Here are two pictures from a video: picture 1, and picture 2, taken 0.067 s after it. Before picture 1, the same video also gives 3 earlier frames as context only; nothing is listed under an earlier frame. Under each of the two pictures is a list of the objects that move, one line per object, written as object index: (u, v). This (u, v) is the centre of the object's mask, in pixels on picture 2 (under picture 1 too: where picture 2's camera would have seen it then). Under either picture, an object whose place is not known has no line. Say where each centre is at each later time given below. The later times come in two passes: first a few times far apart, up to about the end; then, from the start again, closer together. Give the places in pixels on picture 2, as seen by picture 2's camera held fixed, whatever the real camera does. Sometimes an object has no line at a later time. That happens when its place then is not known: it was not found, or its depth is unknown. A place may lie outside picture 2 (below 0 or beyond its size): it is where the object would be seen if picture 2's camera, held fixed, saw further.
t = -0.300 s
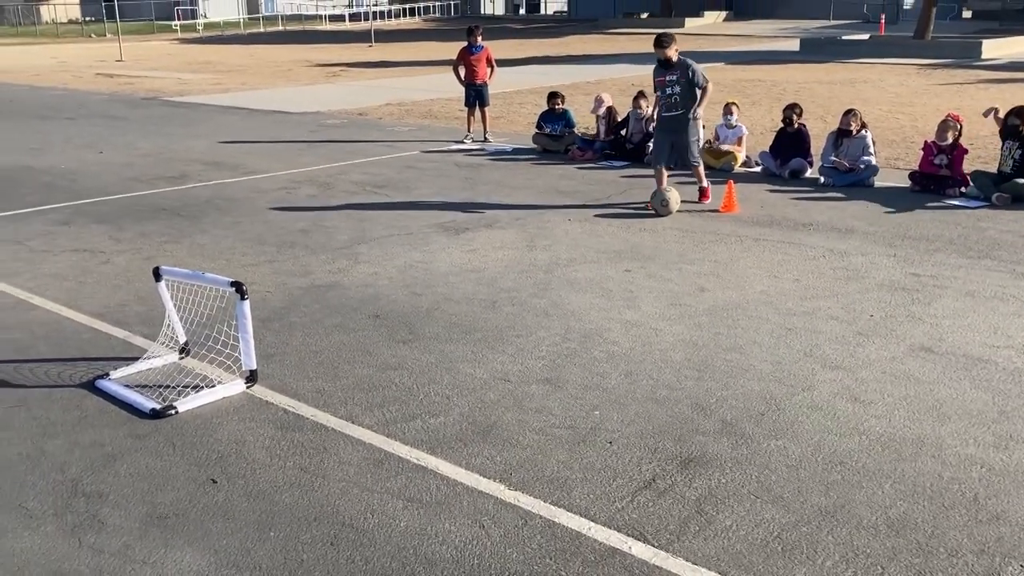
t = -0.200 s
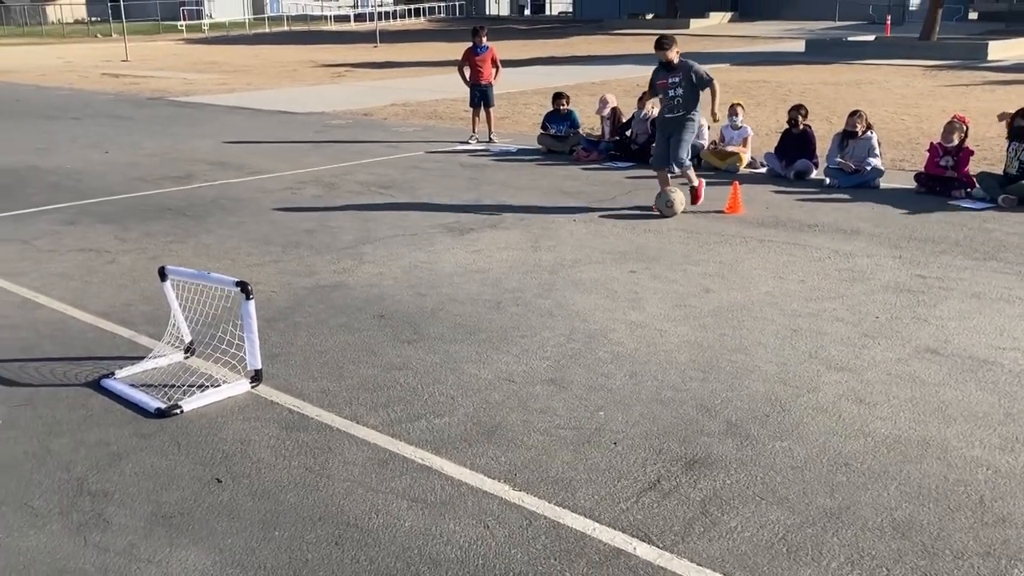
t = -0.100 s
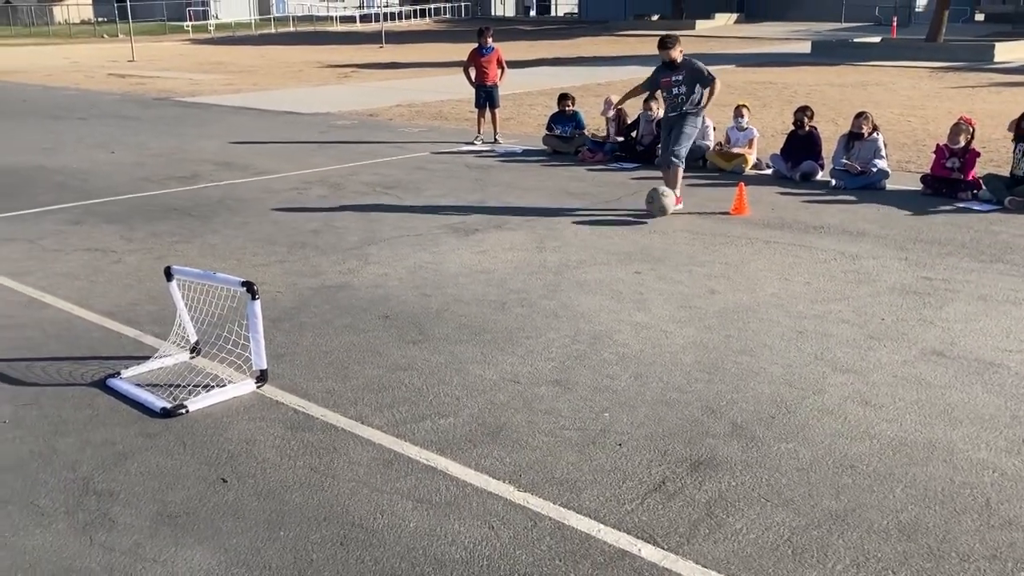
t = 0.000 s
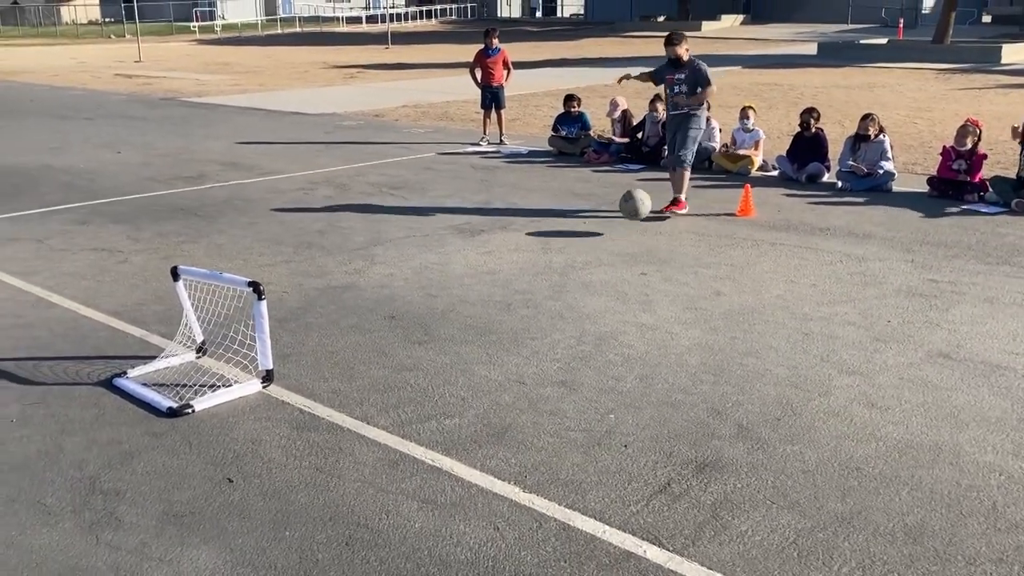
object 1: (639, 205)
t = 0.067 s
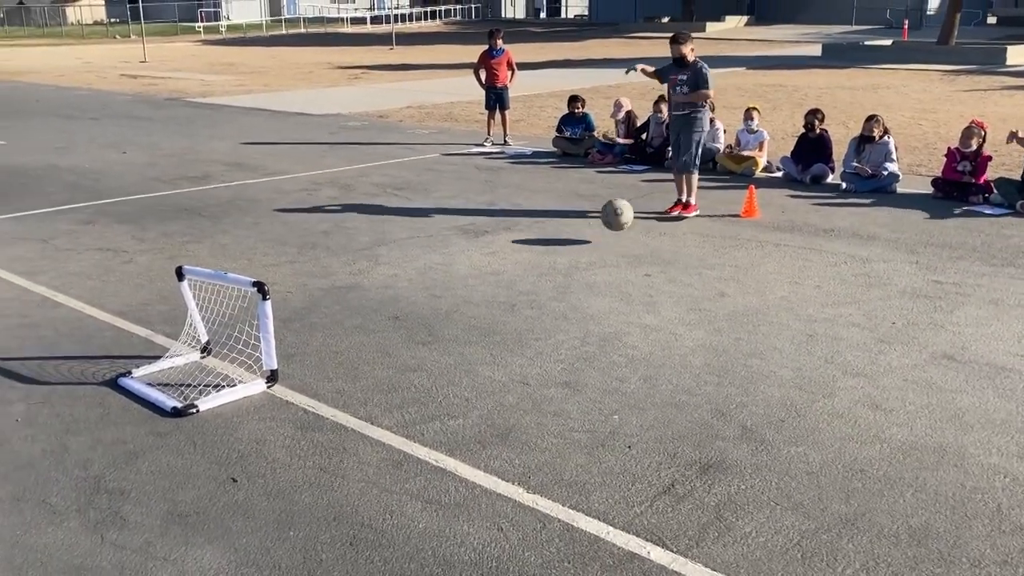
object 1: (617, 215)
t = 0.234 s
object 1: (572, 230)
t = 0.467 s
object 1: (528, 247)
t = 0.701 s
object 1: (483, 261)
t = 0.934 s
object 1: (433, 275)
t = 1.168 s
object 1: (379, 296)
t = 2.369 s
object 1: (167, 366)
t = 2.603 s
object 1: (176, 366)
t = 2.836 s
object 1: (187, 368)
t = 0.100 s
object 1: (605, 222)
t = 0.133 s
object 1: (593, 231)
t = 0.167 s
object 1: (584, 235)
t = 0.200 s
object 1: (578, 231)
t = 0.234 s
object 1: (572, 230)
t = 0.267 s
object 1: (566, 230)
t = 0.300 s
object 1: (559, 232)
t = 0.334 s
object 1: (553, 235)
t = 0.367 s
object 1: (547, 241)
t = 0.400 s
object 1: (540, 248)
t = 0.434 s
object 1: (534, 250)
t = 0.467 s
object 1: (528, 247)
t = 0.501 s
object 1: (522, 246)
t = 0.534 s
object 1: (516, 247)
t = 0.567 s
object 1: (509, 250)
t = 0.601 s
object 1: (503, 255)
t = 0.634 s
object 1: (496, 262)
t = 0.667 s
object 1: (489, 262)
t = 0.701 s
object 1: (483, 261)
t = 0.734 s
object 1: (476, 261)
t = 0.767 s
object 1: (469, 264)
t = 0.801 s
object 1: (462, 268)
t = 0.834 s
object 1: (455, 274)
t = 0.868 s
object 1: (448, 275)
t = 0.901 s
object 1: (441, 274)
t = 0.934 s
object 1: (433, 275)
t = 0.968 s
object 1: (426, 278)
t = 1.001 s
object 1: (418, 284)
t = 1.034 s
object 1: (410, 285)
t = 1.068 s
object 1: (402, 285)
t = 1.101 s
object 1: (394, 287)
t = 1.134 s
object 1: (387, 291)
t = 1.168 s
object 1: (379, 296)
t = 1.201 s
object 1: (370, 296)
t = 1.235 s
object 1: (362, 298)
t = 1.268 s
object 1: (353, 303)
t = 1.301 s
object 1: (345, 305)
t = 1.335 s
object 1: (335, 306)
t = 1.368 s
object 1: (326, 309)
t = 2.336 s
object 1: (166, 366)
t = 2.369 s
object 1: (167, 366)
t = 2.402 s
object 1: (168, 366)
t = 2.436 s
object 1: (169, 366)
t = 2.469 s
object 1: (171, 364)
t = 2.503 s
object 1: (172, 366)
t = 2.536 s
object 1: (173, 366)
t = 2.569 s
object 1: (174, 365)
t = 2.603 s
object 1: (176, 366)
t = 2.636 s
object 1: (178, 366)
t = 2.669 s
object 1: (179, 366)
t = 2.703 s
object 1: (181, 366)
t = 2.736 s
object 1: (183, 366)
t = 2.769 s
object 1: (184, 366)
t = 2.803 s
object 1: (185, 366)
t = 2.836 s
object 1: (187, 368)
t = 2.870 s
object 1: (195, 366)
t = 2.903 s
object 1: (203, 365)
